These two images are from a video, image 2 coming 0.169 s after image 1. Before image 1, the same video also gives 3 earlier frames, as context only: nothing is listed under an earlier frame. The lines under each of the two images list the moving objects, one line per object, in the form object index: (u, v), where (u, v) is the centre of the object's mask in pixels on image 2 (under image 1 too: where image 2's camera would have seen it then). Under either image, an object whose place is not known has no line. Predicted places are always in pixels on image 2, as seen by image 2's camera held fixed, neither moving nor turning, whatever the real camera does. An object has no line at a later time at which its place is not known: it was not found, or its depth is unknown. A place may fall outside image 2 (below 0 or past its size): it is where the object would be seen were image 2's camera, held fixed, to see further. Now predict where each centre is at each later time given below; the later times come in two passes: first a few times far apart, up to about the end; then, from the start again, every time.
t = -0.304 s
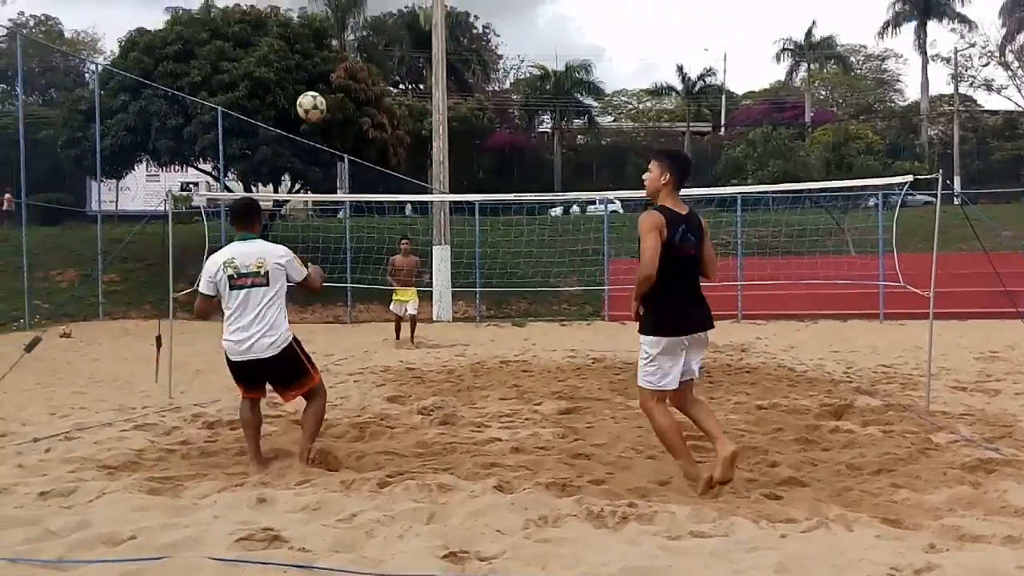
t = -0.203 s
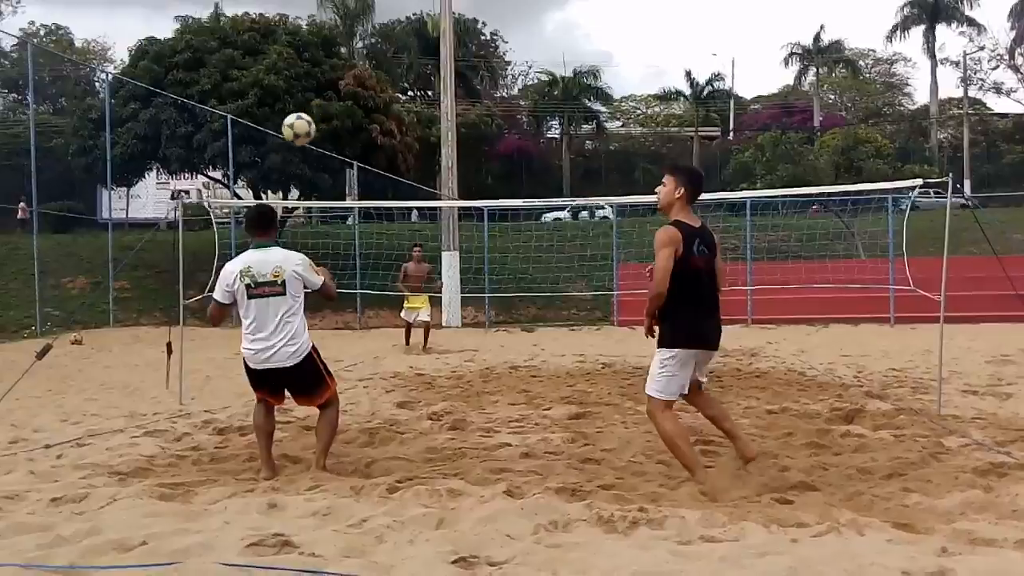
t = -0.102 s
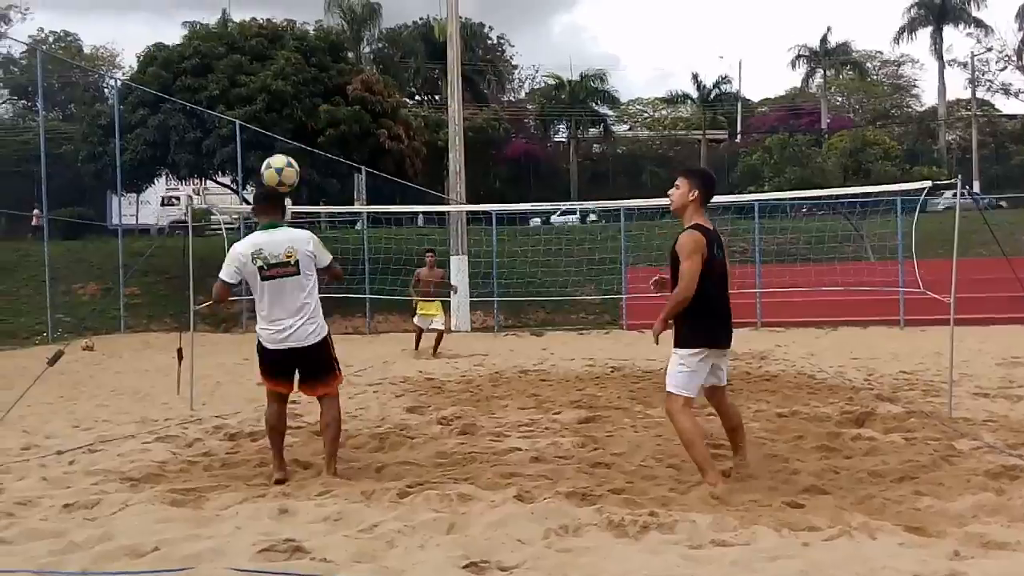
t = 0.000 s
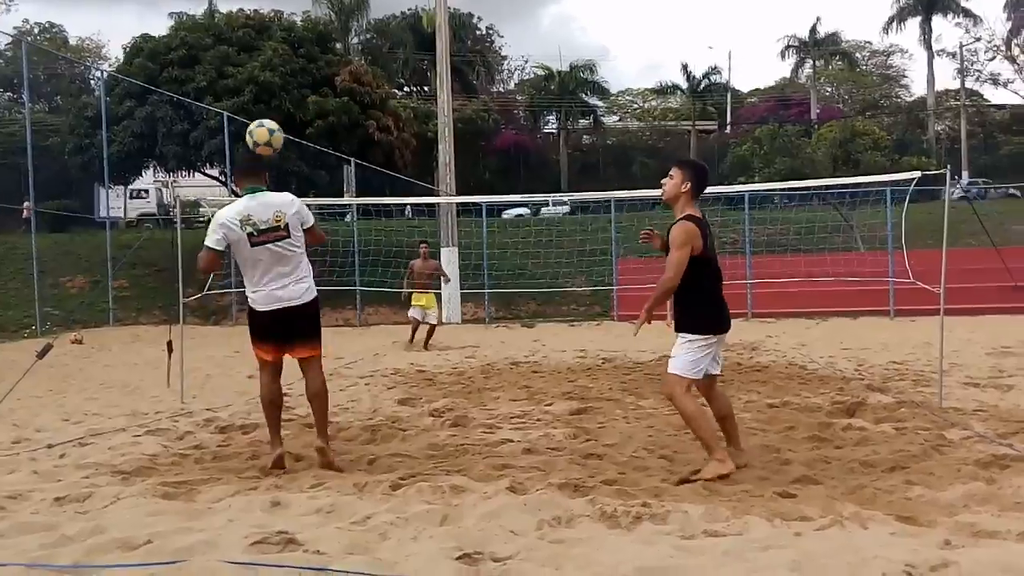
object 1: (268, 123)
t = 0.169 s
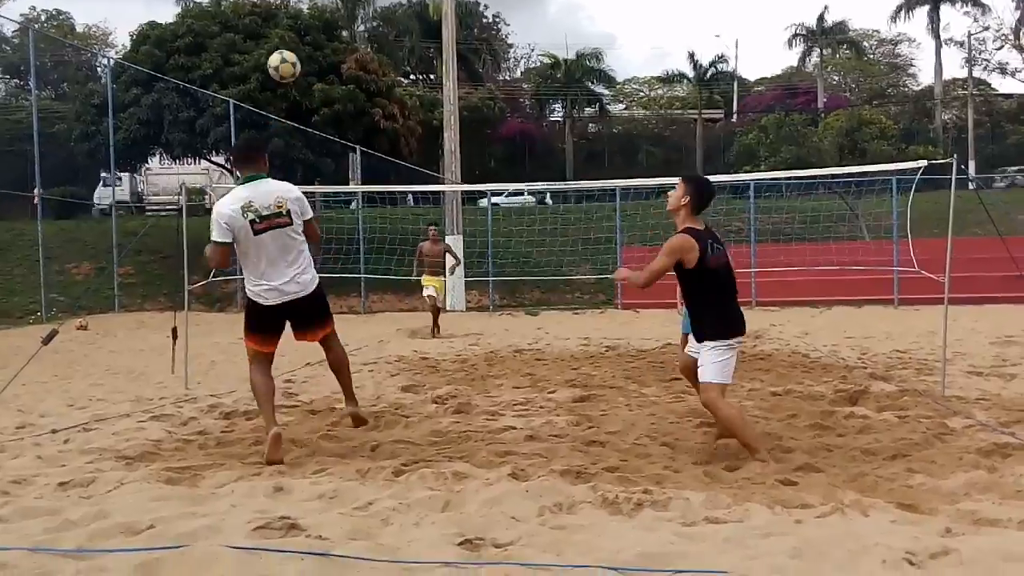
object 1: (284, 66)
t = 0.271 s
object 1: (292, 56)
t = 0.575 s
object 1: (313, 101)
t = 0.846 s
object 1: (329, 200)
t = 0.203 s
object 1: (286, 61)
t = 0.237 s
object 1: (289, 57)
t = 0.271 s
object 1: (292, 56)
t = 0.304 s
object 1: (294, 56)
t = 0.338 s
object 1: (296, 57)
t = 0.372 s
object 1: (299, 60)
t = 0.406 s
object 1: (301, 64)
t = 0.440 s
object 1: (304, 69)
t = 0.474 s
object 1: (307, 76)
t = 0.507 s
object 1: (309, 84)
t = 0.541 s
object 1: (311, 92)
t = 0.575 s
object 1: (313, 101)
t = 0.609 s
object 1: (315, 111)
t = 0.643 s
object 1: (317, 122)
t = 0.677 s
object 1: (319, 134)
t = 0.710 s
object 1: (321, 146)
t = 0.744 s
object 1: (323, 159)
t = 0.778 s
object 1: (325, 172)
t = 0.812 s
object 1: (327, 181)
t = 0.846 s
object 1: (329, 200)
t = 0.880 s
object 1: (330, 215)
